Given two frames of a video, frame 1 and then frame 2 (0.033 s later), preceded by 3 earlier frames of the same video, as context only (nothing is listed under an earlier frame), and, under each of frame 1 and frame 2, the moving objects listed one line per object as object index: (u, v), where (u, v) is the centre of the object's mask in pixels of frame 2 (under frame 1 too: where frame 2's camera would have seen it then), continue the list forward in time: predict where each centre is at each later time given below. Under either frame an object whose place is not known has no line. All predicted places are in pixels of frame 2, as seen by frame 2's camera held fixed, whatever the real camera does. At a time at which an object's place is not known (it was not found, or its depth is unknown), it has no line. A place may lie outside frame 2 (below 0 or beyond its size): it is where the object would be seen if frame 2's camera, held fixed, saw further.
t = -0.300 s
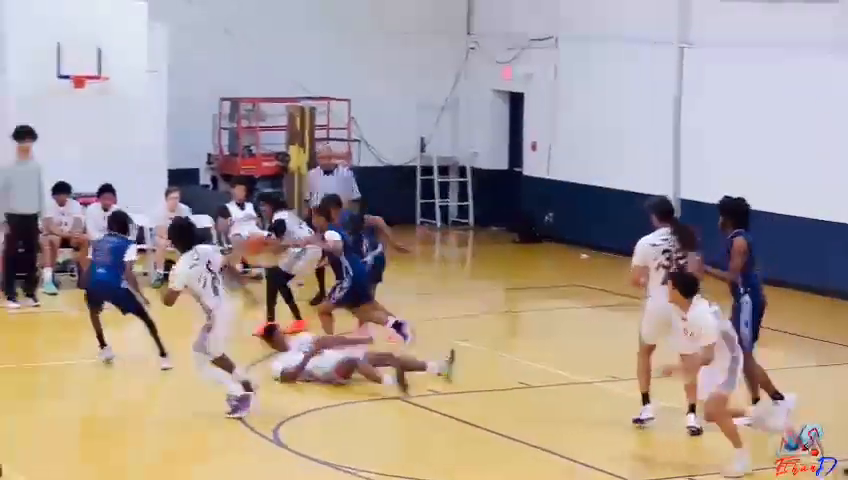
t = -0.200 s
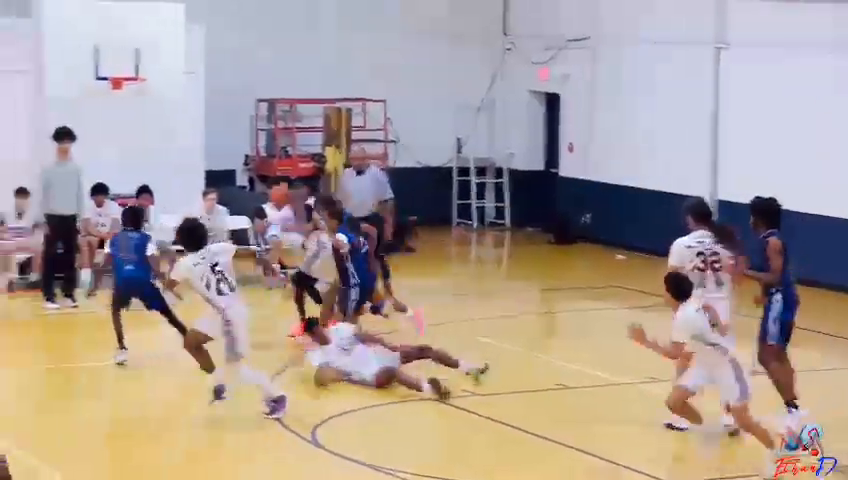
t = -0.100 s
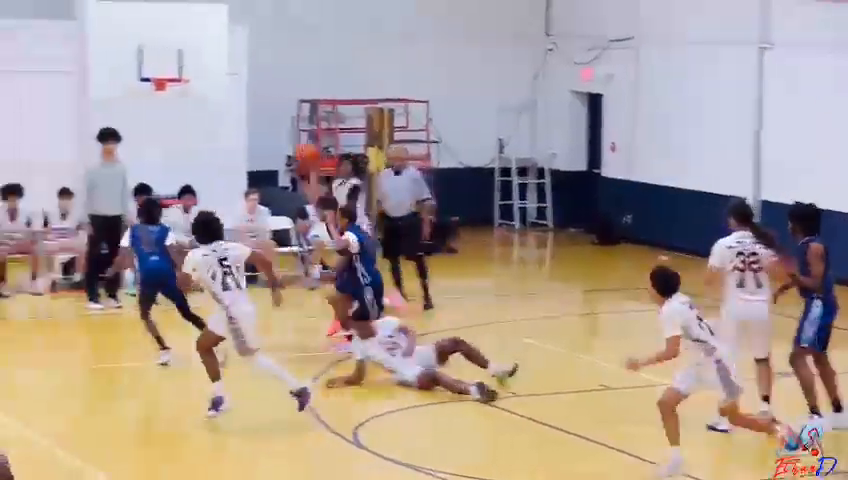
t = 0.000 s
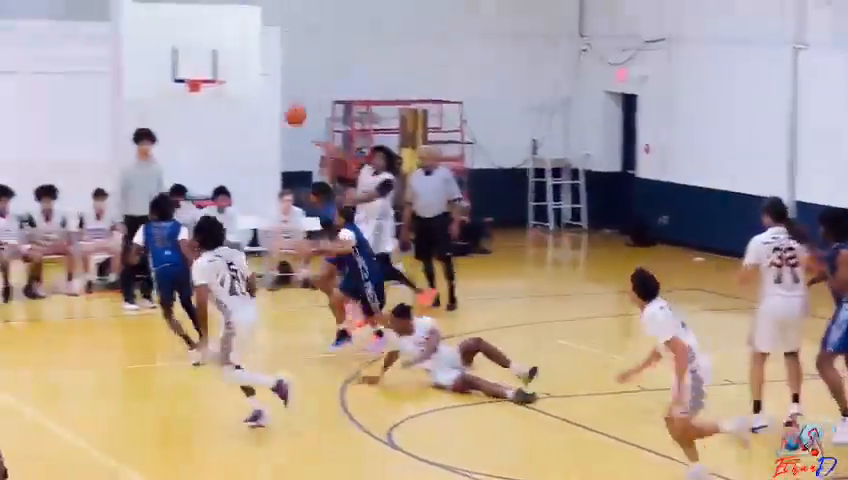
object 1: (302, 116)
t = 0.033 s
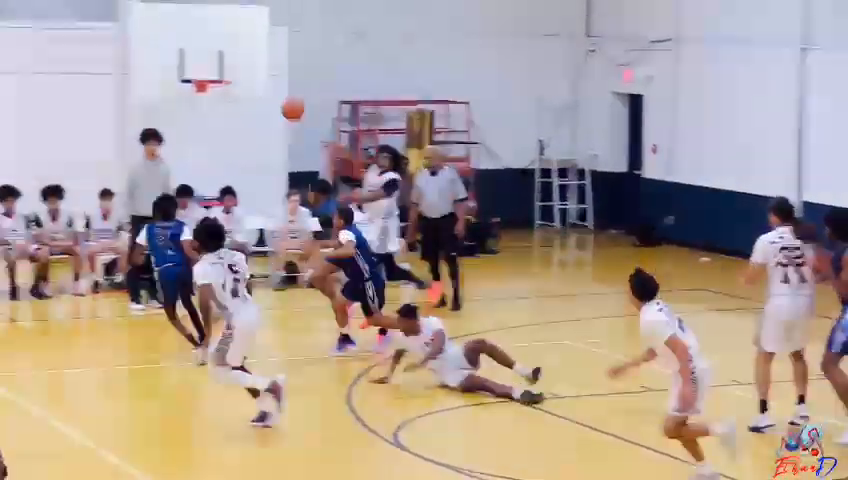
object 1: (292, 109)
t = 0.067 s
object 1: (274, 99)
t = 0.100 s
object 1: (256, 89)
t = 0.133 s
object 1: (237, 80)
